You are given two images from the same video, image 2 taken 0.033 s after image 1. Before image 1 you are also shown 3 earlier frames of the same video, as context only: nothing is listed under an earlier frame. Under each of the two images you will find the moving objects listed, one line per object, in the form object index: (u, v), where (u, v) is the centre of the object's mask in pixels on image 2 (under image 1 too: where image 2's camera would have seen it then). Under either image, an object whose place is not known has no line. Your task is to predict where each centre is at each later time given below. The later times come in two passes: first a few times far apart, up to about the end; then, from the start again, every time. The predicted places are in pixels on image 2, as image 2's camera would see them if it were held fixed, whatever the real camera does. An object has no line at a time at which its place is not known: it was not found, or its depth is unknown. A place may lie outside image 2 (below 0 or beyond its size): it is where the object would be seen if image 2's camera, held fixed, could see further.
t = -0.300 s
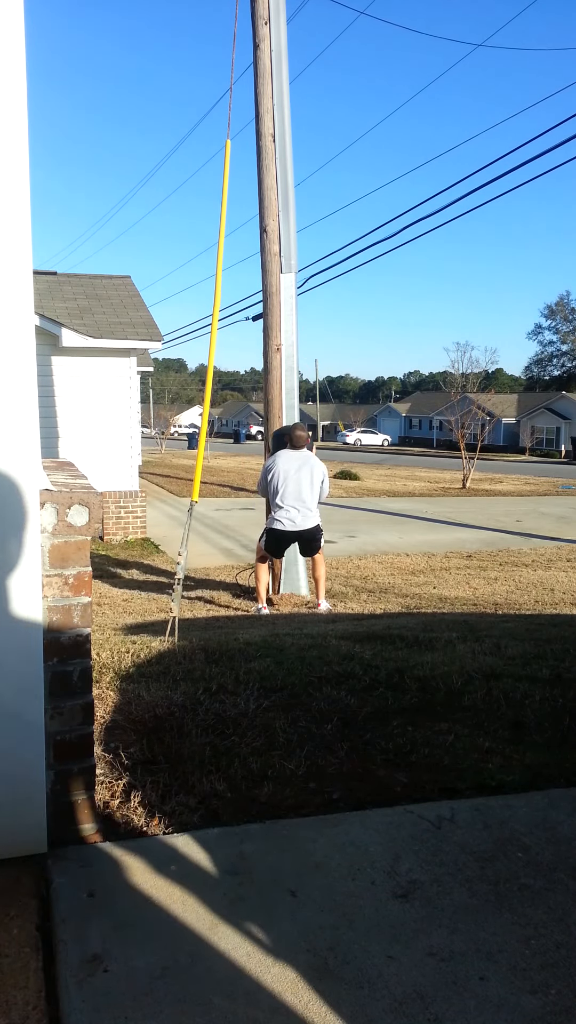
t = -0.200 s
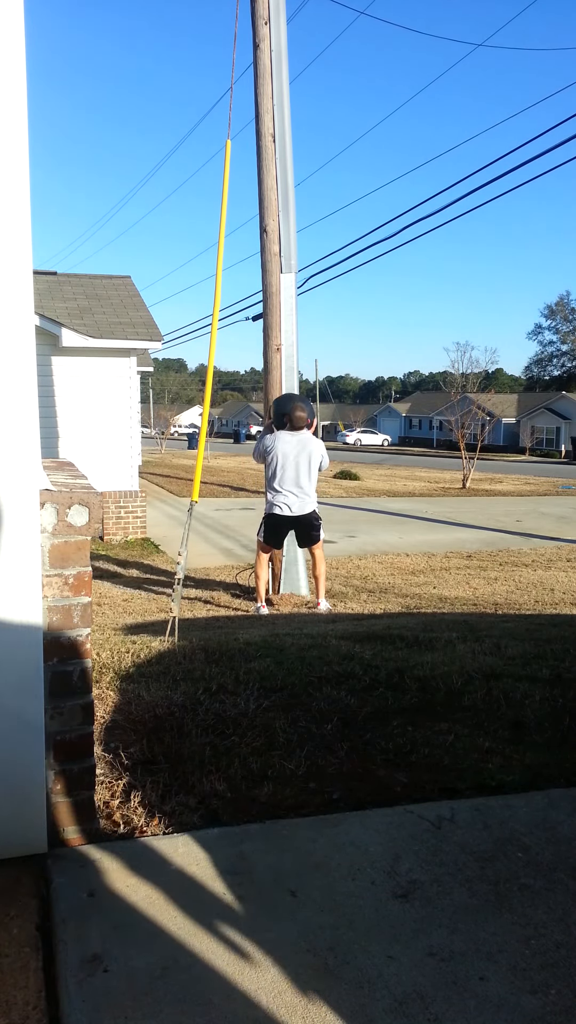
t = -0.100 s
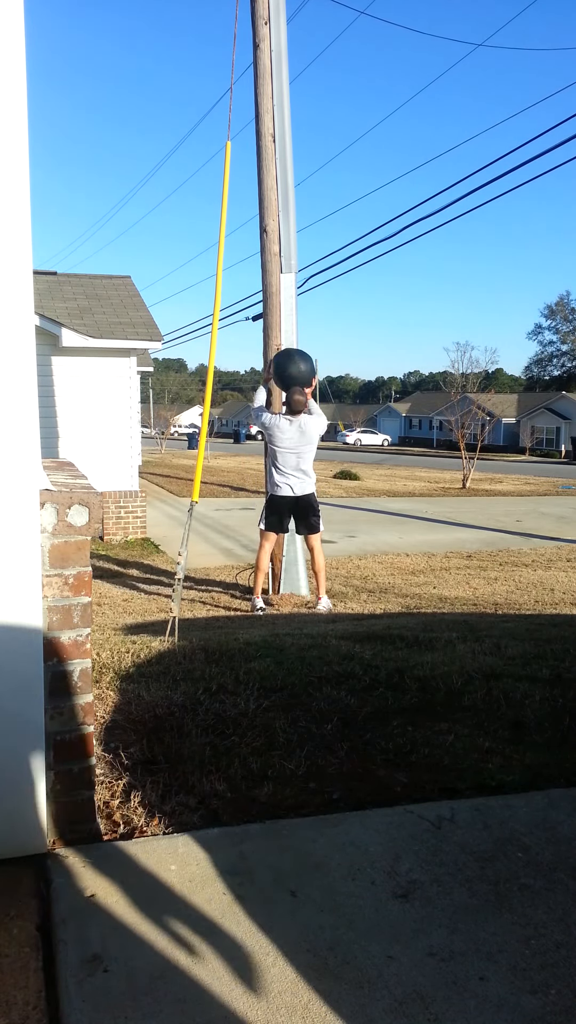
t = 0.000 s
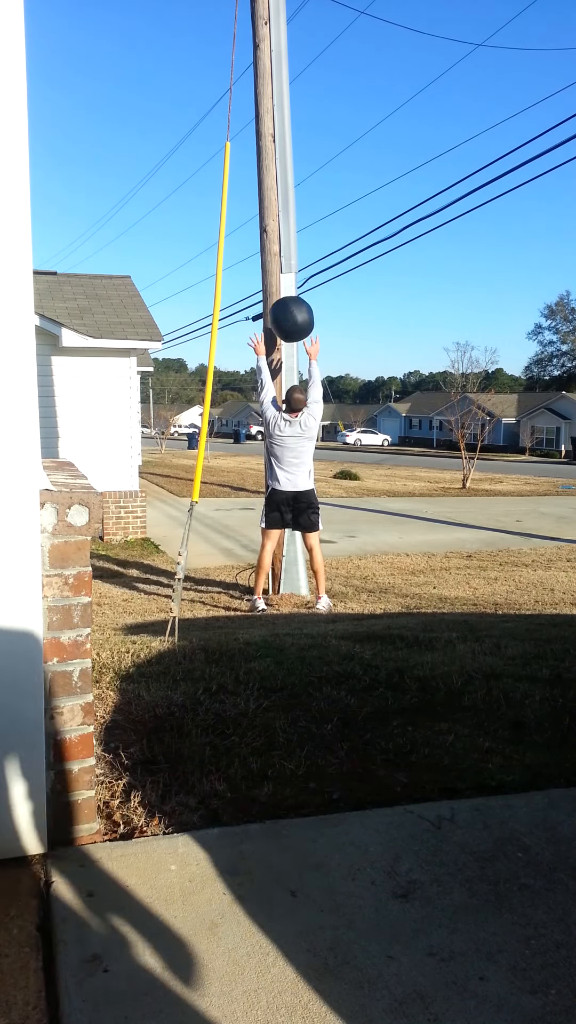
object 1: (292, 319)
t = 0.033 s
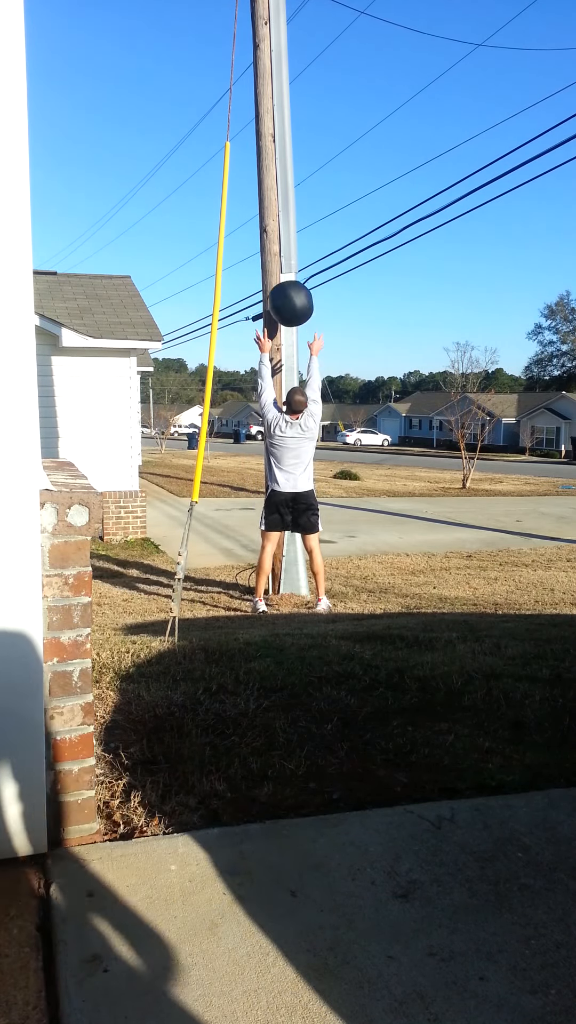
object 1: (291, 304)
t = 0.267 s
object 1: (285, 235)
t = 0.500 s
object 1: (284, 238)
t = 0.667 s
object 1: (285, 281)
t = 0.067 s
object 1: (290, 290)
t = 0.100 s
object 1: (289, 277)
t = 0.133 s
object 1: (288, 266)
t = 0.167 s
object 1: (287, 256)
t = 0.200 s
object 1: (286, 248)
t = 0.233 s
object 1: (285, 241)
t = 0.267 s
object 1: (285, 235)
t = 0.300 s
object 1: (284, 231)
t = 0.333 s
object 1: (283, 229)
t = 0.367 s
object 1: (283, 229)
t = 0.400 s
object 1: (283, 230)
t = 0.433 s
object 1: (283, 231)
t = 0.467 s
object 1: (283, 234)
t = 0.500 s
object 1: (284, 238)
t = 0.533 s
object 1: (284, 244)
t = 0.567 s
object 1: (284, 251)
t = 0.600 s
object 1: (285, 260)
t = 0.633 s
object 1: (285, 270)
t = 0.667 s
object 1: (285, 281)
